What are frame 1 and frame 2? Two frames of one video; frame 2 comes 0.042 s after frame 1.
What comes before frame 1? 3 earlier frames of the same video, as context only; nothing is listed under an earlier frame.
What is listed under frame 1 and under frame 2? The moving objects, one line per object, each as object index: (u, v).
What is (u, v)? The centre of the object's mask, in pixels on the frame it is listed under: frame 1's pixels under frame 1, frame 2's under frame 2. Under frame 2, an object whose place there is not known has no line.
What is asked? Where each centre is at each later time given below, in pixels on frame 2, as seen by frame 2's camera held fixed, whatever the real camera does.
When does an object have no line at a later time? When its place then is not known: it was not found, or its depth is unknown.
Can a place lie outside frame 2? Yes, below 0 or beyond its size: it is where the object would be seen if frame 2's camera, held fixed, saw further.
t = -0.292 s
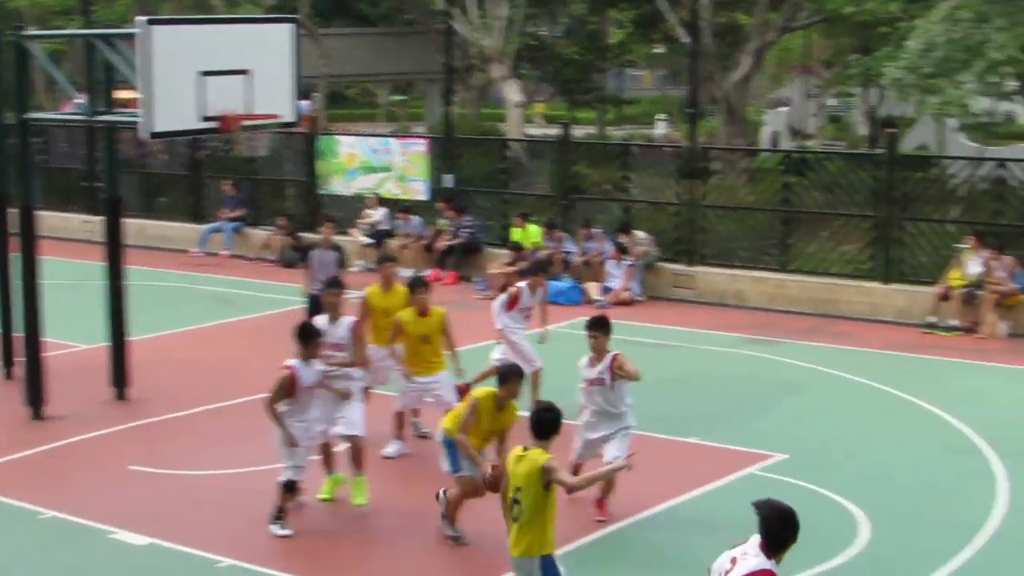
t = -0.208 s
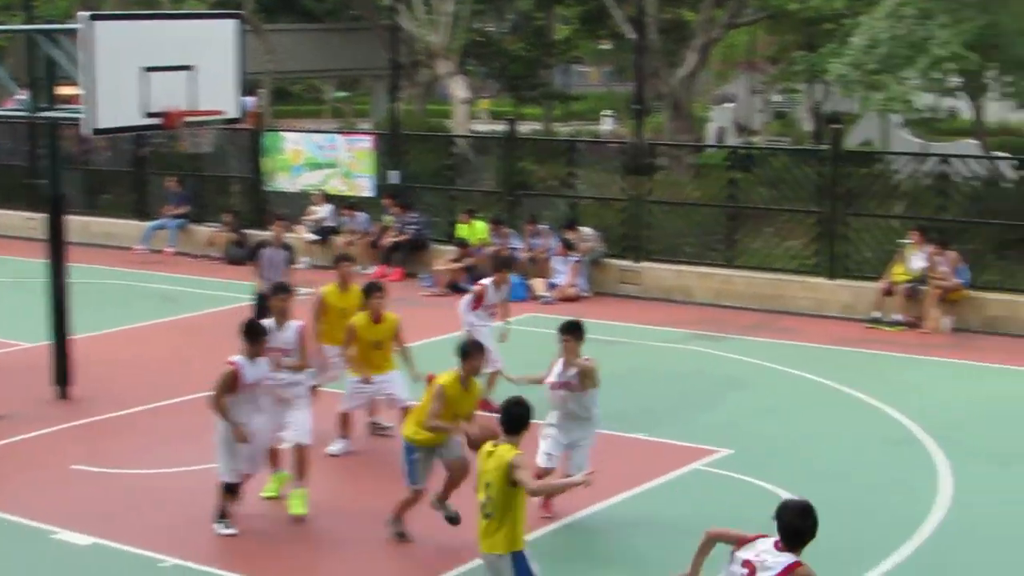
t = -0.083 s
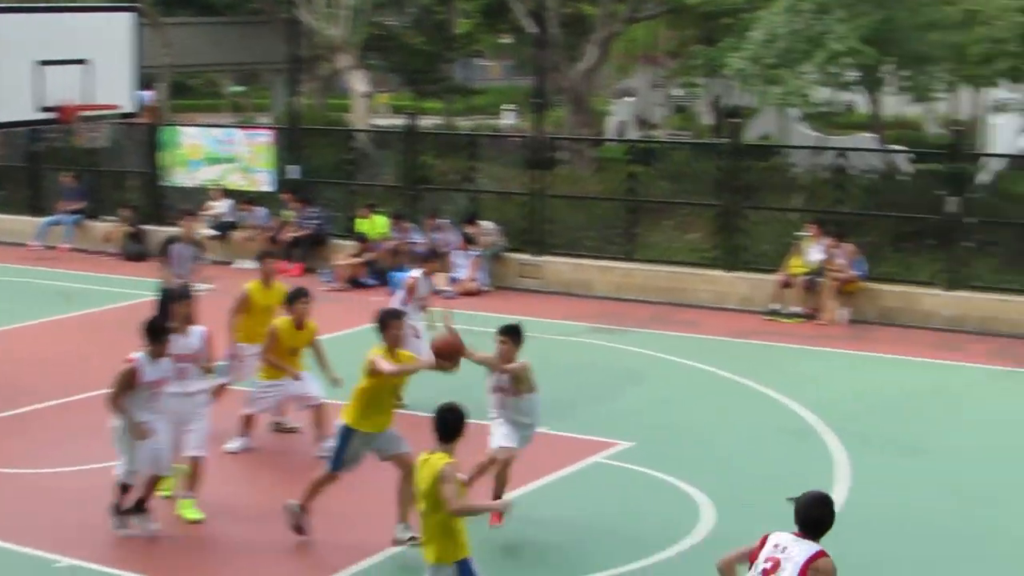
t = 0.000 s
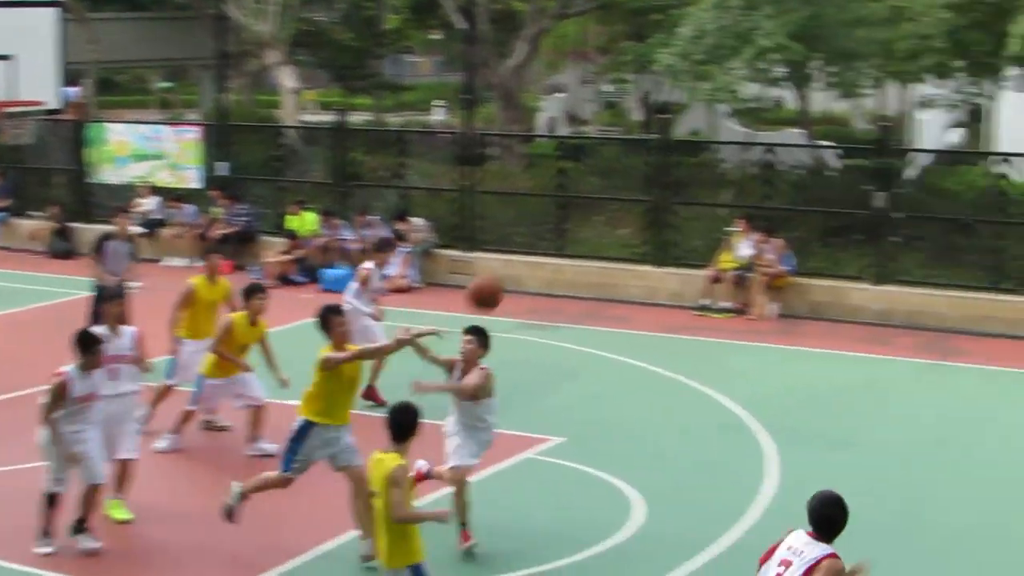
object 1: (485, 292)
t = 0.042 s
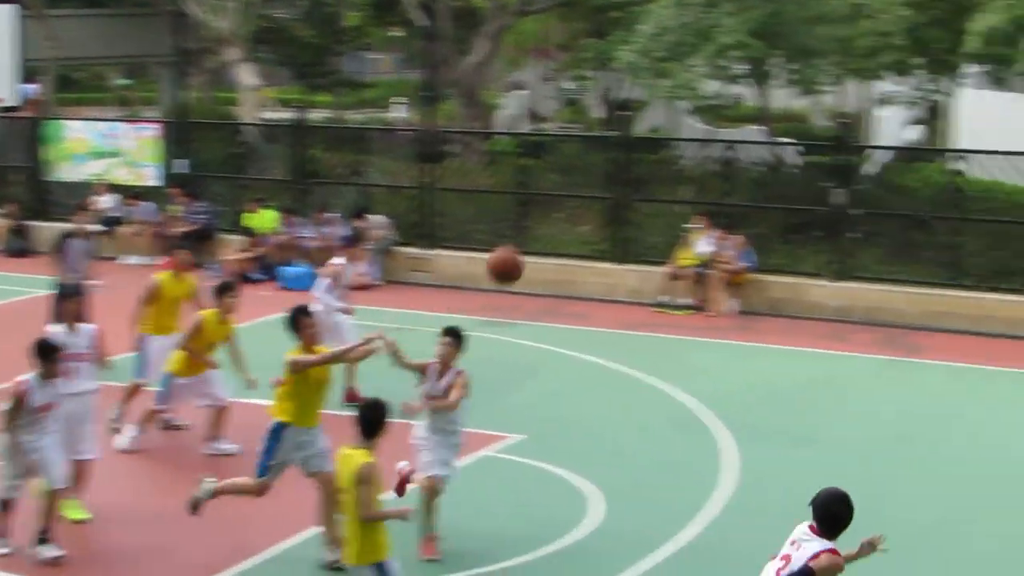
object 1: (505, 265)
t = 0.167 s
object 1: (703, 203)
